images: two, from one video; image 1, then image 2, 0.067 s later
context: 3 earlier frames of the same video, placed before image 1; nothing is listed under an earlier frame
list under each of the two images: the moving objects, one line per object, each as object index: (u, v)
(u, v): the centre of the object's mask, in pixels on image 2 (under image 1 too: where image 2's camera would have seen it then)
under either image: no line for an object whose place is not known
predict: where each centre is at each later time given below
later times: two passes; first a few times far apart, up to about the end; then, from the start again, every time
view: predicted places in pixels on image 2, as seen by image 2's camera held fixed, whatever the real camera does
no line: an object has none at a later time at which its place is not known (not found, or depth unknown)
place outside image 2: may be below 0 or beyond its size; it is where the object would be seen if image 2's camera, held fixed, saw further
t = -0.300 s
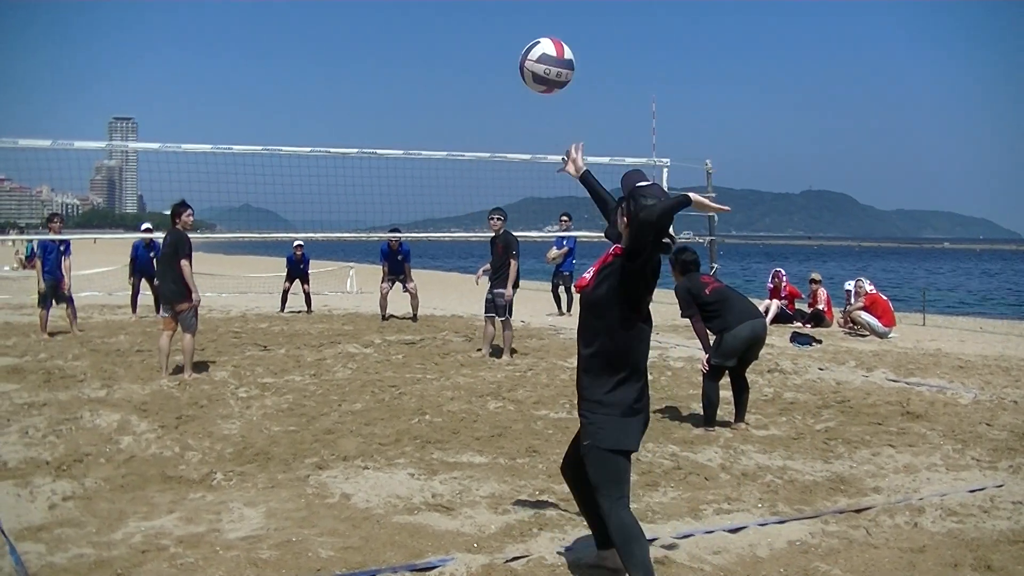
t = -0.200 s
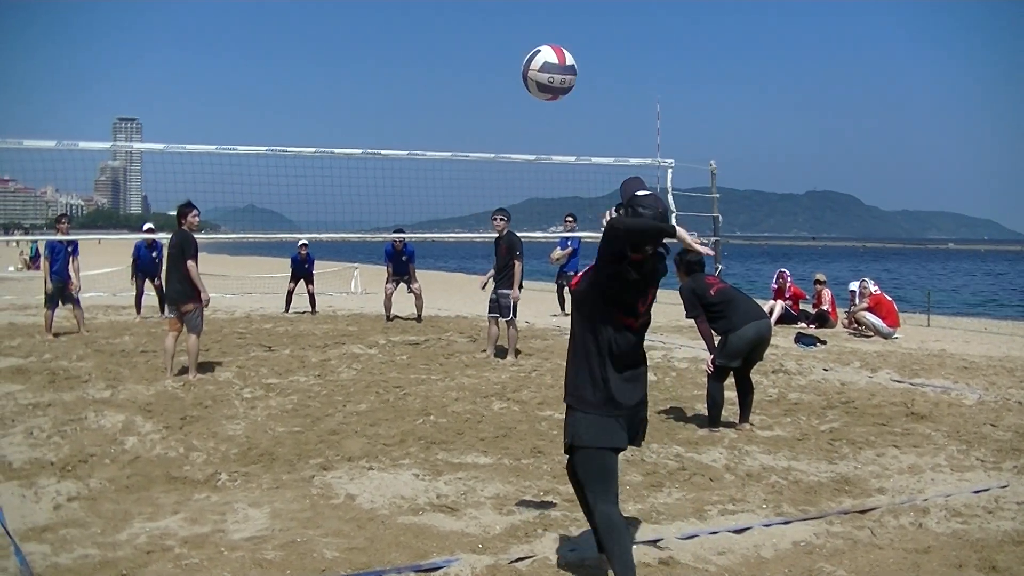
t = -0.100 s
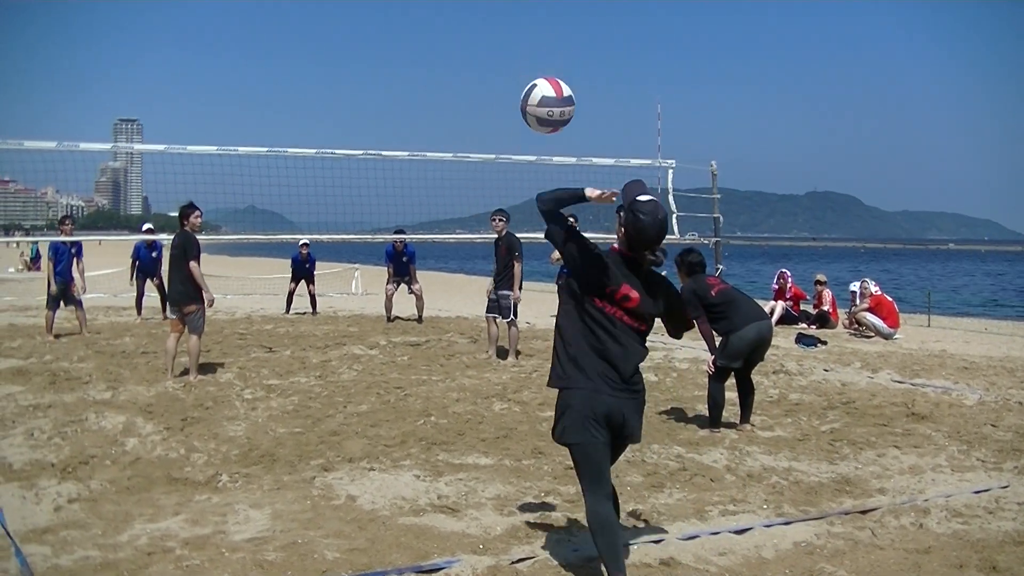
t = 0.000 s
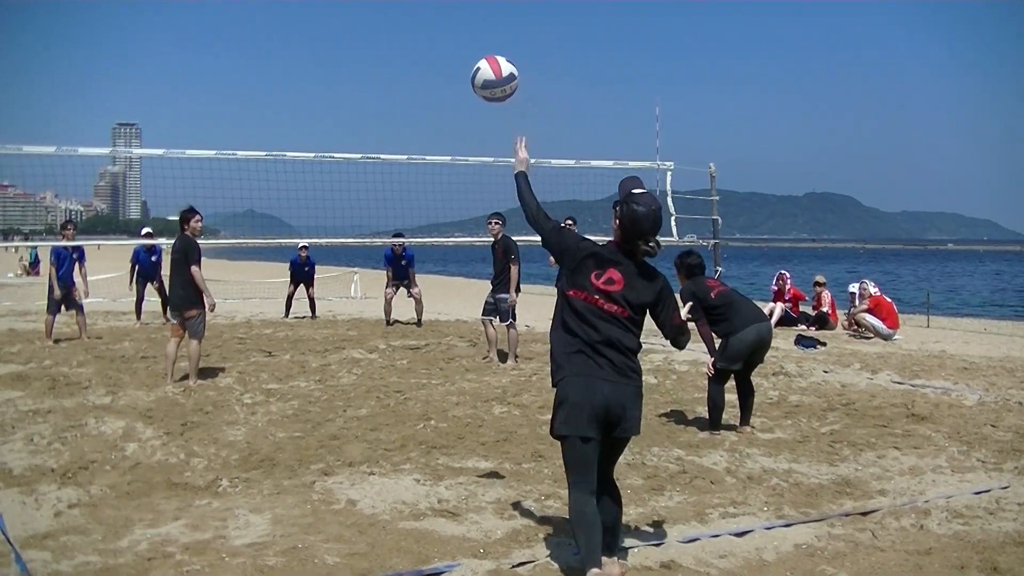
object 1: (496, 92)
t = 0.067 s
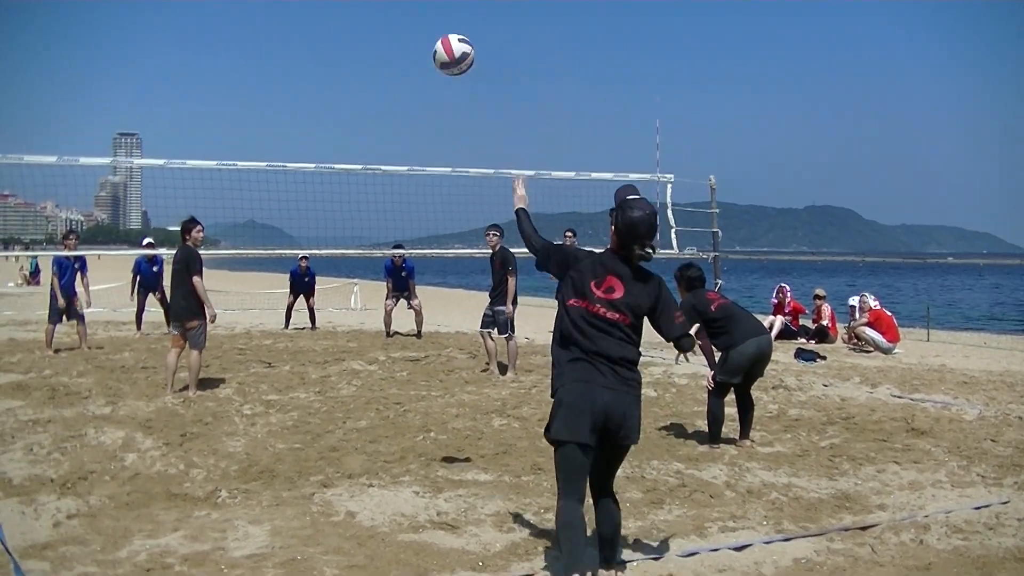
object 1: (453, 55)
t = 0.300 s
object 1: (359, 22)
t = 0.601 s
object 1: (303, 84)
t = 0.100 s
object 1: (436, 43)
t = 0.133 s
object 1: (419, 34)
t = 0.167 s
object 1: (404, 27)
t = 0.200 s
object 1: (391, 22)
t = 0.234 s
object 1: (379, 21)
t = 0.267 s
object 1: (368, 20)
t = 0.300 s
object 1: (359, 22)
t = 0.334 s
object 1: (351, 25)
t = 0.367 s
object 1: (344, 28)
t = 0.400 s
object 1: (337, 33)
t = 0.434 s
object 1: (331, 39)
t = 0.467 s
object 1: (325, 46)
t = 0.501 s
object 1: (319, 54)
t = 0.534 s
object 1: (313, 64)
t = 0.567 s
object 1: (308, 73)
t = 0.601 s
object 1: (303, 84)
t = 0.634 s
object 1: (298, 96)
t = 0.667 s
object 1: (293, 108)
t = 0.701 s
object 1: (288, 121)
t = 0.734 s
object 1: (284, 134)
